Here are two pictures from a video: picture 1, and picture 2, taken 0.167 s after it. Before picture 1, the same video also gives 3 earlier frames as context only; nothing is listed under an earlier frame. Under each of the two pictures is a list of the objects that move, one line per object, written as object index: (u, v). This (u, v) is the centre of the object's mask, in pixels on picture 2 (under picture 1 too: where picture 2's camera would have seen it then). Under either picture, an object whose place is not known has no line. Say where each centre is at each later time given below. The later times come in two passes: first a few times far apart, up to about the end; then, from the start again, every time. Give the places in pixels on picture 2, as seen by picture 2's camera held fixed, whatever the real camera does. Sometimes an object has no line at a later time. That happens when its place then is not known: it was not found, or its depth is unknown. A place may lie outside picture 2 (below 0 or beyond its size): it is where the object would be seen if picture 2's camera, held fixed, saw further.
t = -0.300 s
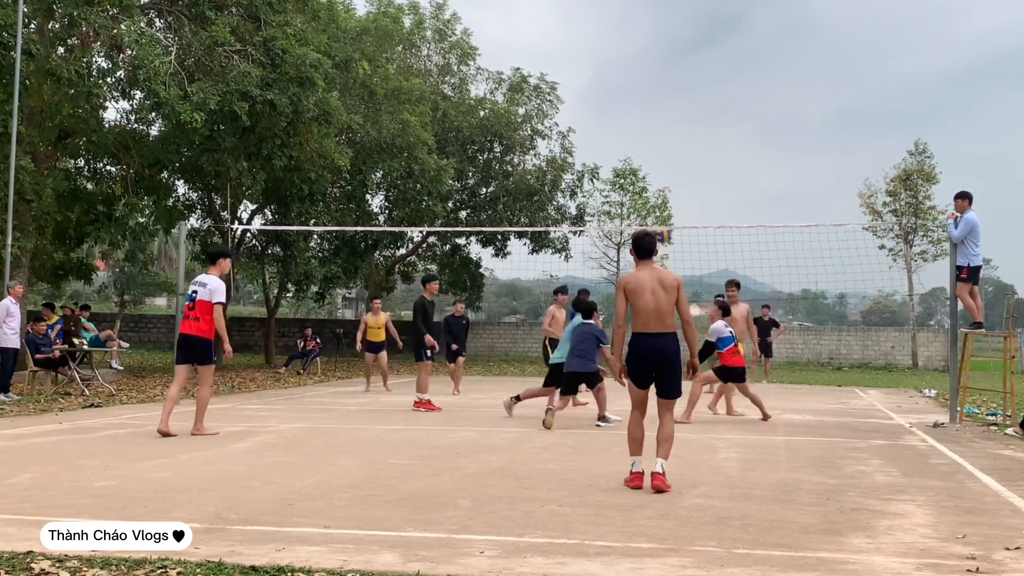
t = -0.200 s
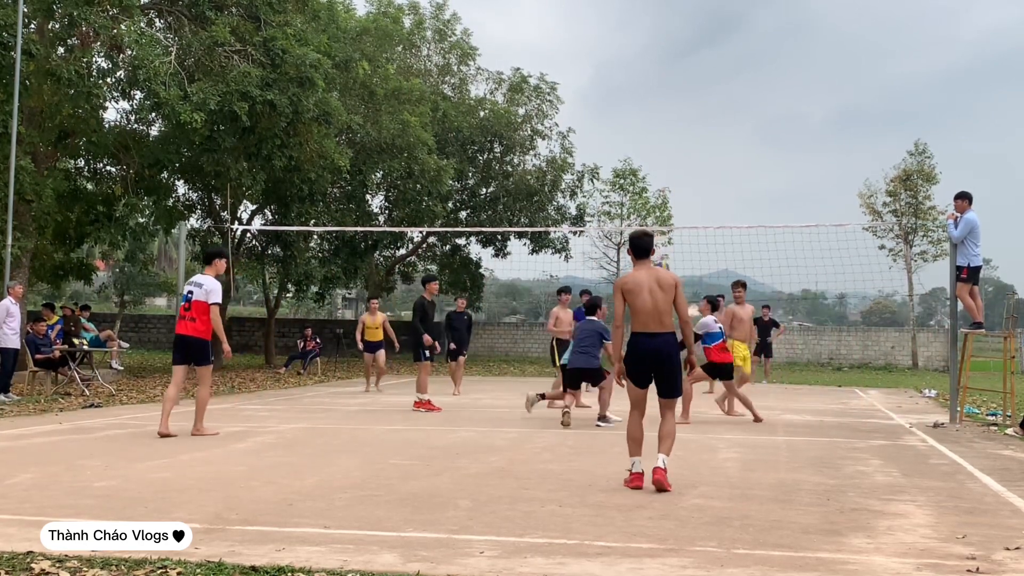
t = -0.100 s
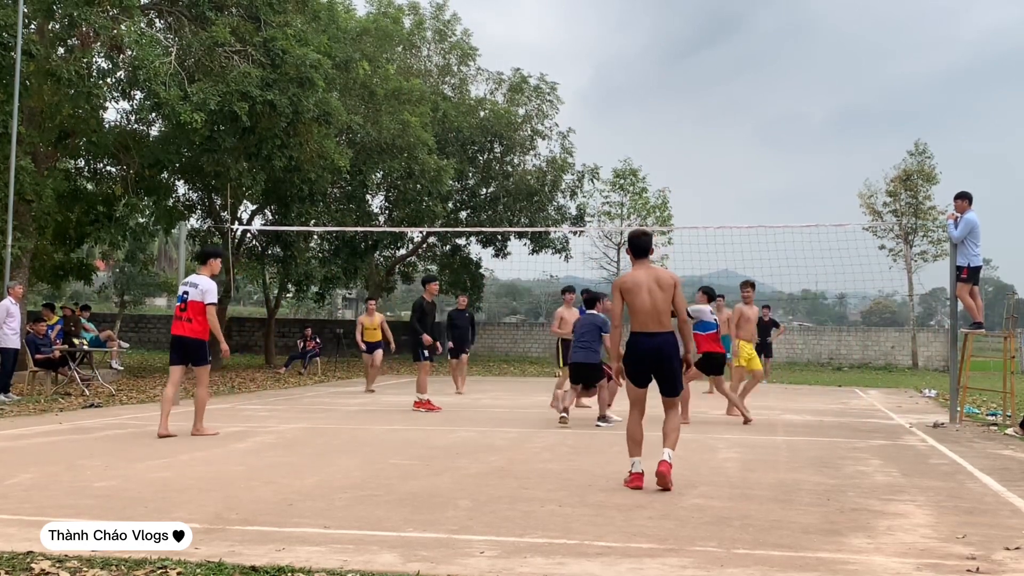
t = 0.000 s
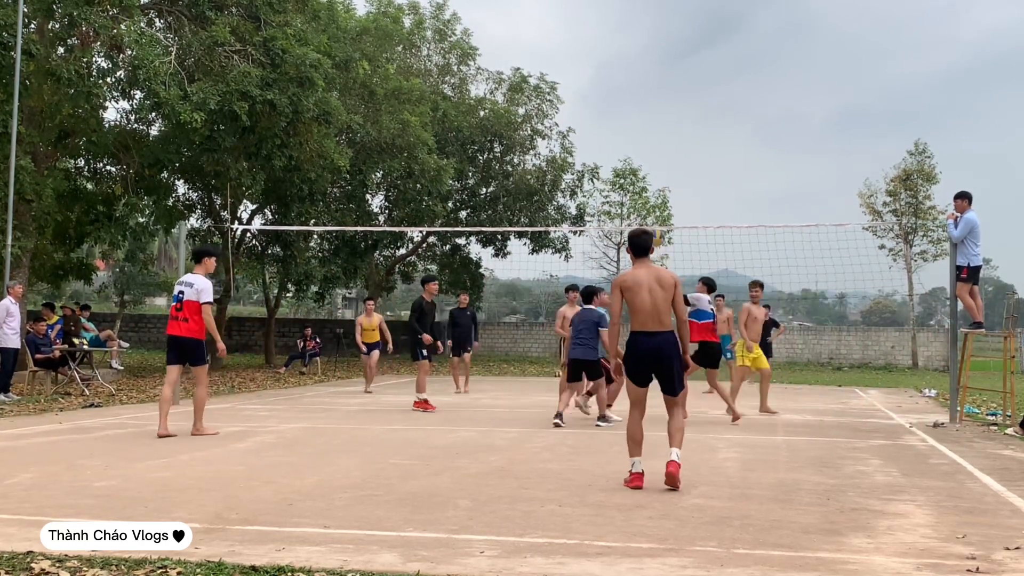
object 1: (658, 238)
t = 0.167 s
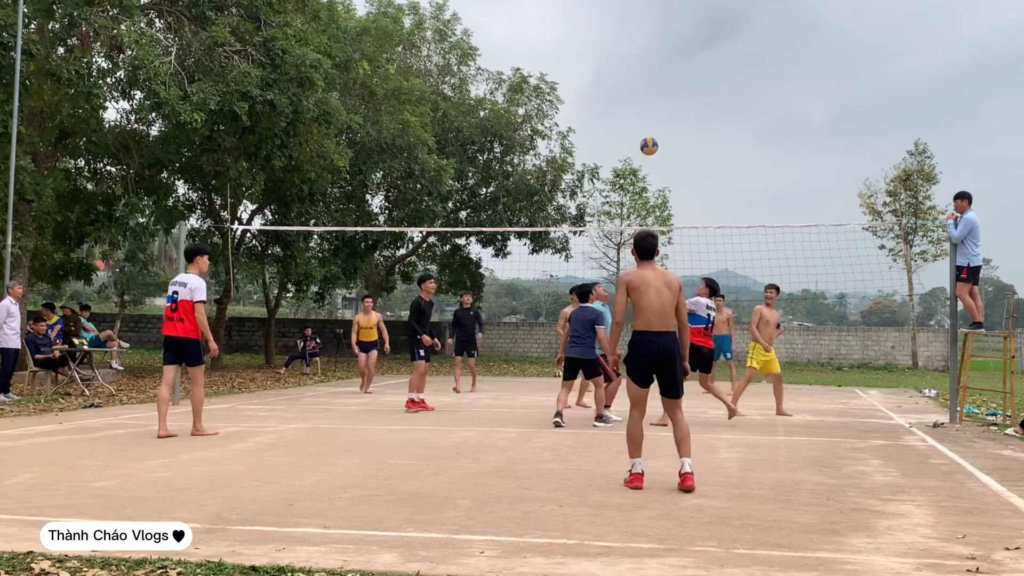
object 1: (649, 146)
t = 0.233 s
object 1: (646, 115)
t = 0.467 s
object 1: (634, 40)
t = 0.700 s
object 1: (621, 13)
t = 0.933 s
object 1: (607, 33)
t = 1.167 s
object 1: (593, 102)
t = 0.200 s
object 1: (648, 130)
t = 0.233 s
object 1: (646, 115)
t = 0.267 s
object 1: (644, 102)
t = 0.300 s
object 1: (643, 89)
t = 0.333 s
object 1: (641, 78)
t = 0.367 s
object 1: (639, 66)
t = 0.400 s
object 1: (638, 57)
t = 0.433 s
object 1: (636, 48)
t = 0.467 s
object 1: (634, 40)
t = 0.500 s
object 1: (632, 33)
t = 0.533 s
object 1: (630, 28)
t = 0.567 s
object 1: (629, 23)
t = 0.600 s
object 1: (627, 19)
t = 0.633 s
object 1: (625, 16)
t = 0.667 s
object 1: (623, 14)
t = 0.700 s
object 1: (621, 13)
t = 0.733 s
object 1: (619, 13)
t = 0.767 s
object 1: (617, 14)
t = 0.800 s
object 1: (615, 16)
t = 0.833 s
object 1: (613, 19)
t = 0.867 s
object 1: (611, 23)
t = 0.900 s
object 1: (609, 28)
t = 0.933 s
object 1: (607, 33)
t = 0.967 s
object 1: (605, 40)
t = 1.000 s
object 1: (603, 48)
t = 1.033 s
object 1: (601, 57)
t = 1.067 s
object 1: (599, 66)
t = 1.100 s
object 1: (597, 77)
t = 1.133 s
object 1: (595, 89)
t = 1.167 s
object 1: (593, 102)
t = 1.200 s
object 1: (590, 115)
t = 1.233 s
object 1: (588, 130)
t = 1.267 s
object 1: (586, 146)
